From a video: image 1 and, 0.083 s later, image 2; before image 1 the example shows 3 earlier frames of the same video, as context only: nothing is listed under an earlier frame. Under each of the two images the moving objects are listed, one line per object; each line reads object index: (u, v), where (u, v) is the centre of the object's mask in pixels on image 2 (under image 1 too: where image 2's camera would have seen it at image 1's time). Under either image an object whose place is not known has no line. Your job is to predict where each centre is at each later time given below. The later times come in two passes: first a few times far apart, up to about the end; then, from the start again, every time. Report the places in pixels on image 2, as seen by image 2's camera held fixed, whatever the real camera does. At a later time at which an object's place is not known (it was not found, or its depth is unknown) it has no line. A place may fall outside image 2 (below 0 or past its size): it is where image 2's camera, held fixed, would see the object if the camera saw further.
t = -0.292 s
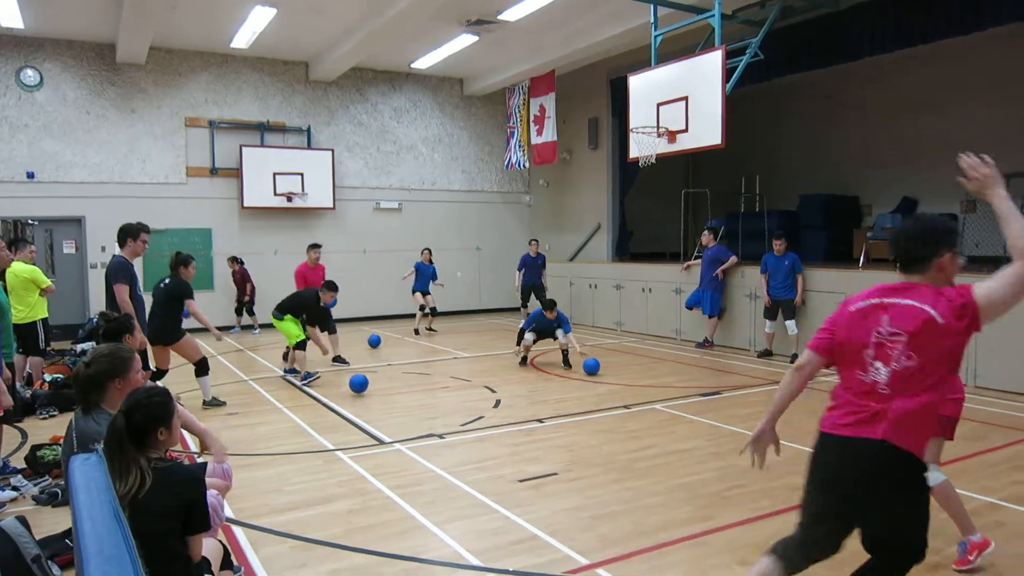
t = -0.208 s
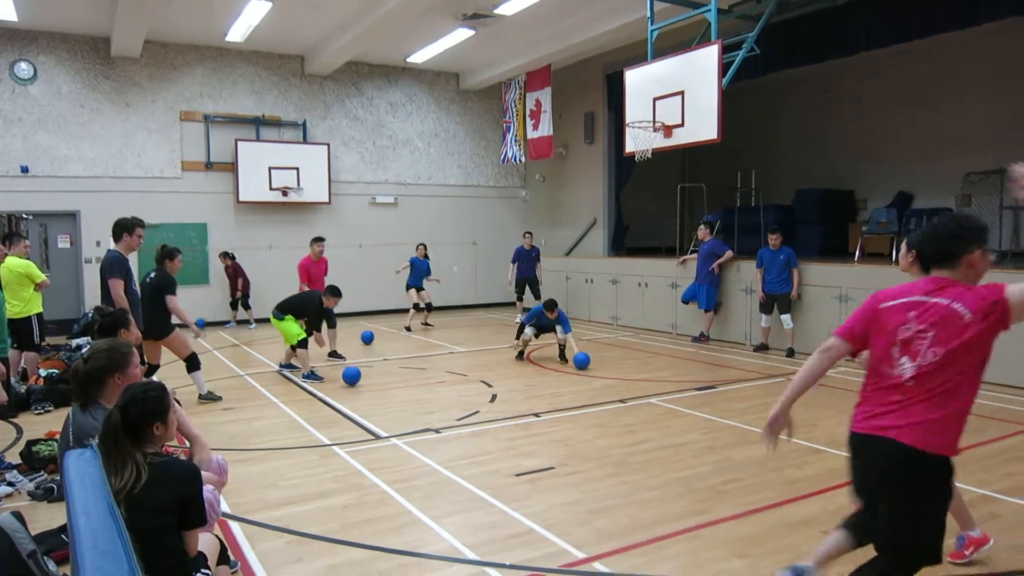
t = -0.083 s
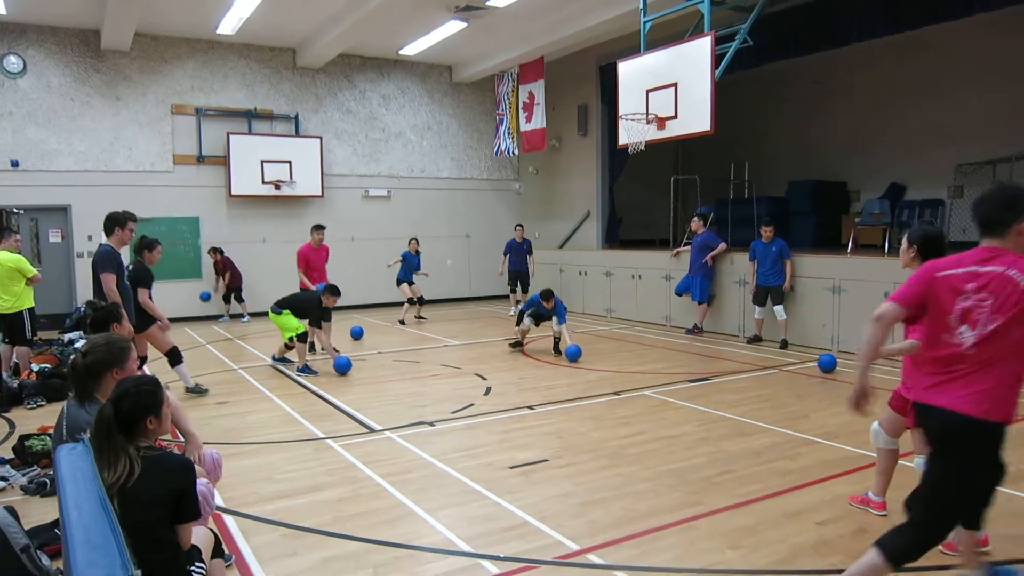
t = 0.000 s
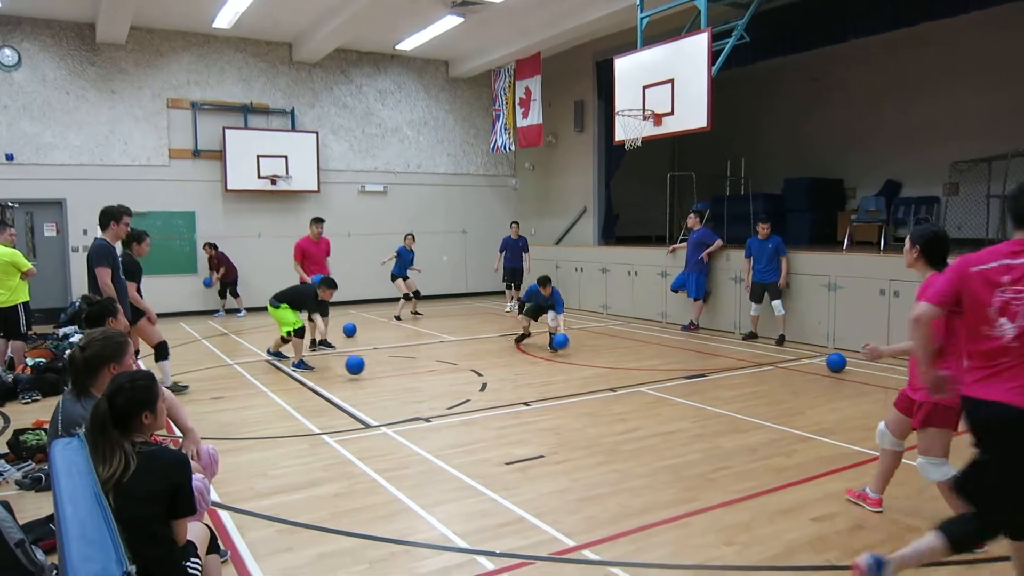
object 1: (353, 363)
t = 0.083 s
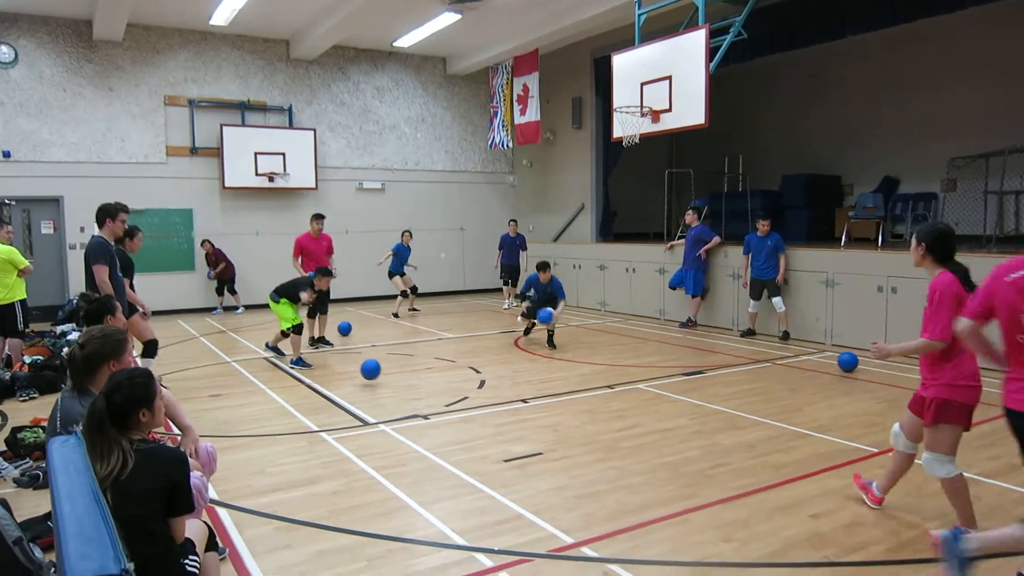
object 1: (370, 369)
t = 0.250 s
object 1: (411, 387)
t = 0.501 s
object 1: (495, 425)
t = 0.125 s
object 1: (380, 376)
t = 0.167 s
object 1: (390, 384)
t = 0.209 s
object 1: (400, 385)
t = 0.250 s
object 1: (411, 387)
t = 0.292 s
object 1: (423, 393)
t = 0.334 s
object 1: (436, 400)
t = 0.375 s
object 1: (449, 410)
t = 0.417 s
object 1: (463, 416)
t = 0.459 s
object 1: (478, 419)
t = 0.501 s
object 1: (495, 425)
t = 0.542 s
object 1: (512, 434)
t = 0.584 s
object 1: (530, 446)
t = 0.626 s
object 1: (551, 458)
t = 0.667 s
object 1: (571, 463)
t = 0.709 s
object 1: (594, 471)
